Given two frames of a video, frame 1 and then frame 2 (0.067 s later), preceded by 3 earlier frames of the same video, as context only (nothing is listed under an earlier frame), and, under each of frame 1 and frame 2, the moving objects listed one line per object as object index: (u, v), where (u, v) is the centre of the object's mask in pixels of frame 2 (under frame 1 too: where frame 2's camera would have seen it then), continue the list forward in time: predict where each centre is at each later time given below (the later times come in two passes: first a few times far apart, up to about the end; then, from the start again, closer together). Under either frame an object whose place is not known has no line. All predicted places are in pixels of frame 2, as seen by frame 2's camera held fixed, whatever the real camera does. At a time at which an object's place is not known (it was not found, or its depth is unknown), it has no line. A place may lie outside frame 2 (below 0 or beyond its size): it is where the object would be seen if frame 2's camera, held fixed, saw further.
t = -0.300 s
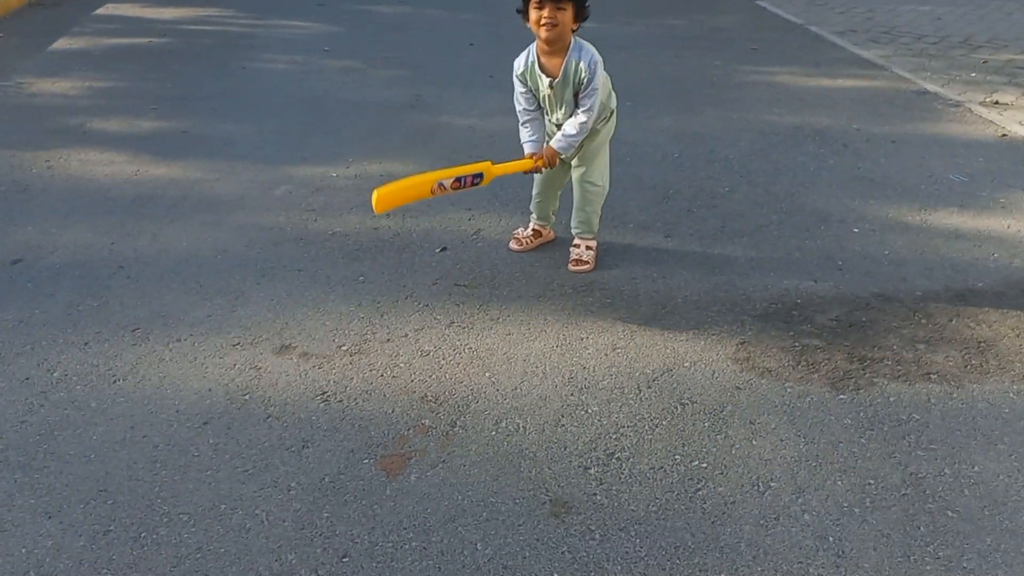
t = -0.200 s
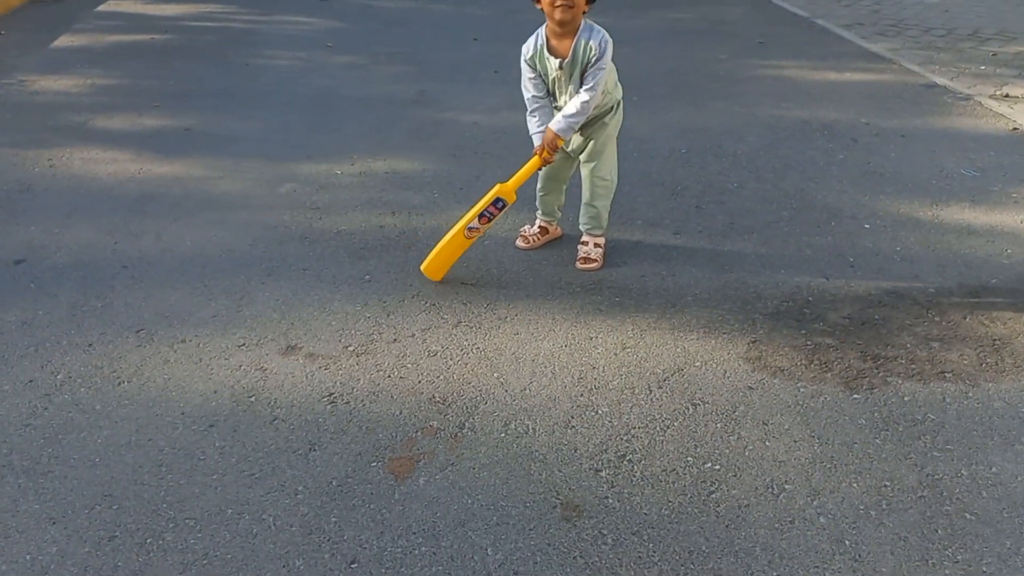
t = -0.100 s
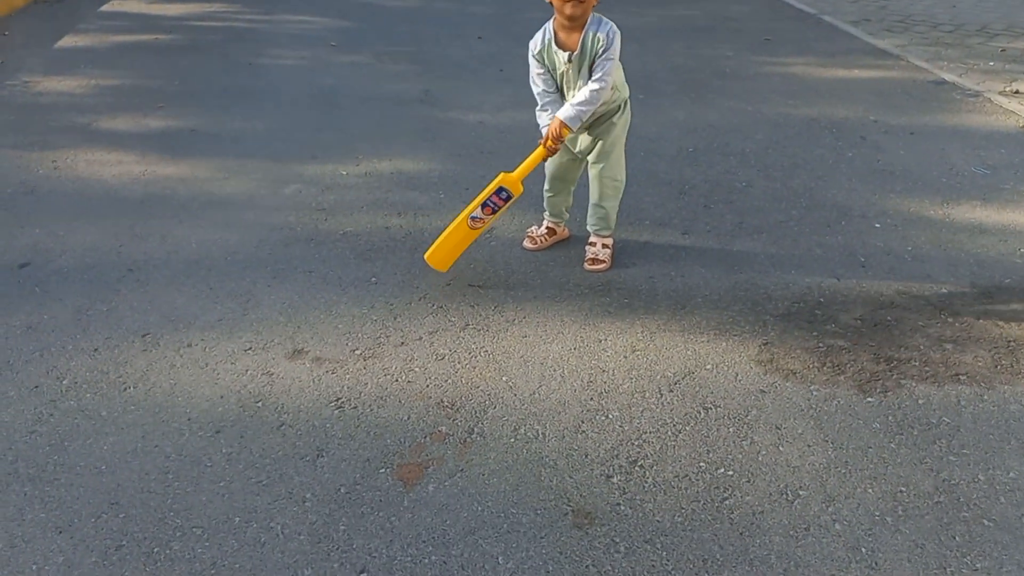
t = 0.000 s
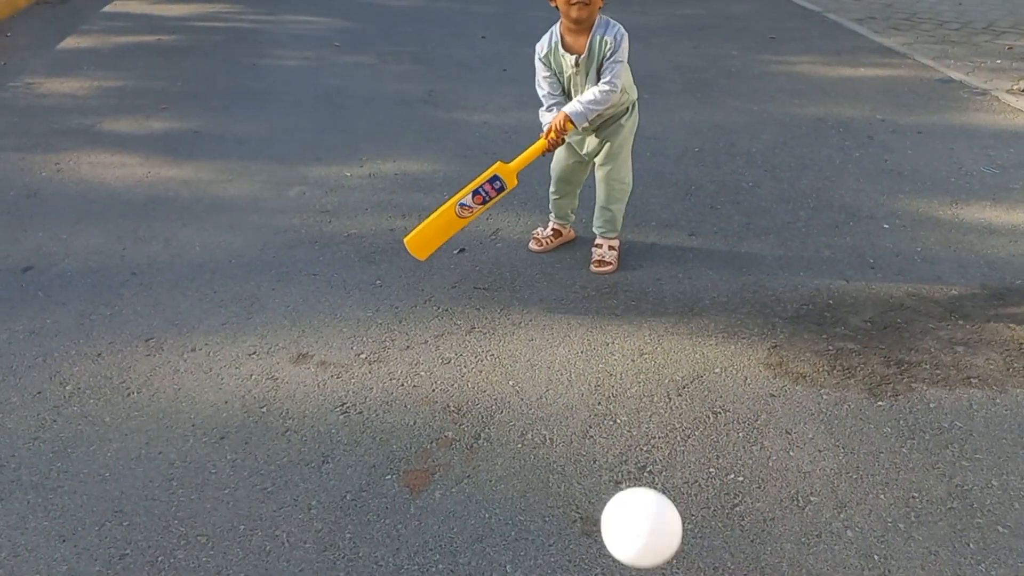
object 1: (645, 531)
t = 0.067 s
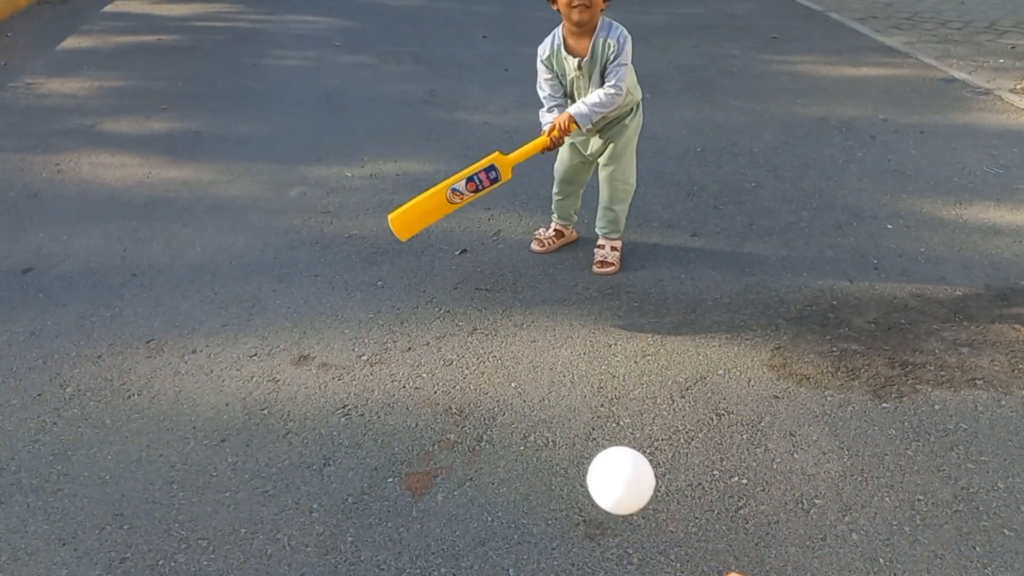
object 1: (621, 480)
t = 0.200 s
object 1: (587, 510)
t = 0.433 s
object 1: (584, 440)
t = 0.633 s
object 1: (598, 318)
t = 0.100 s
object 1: (610, 475)
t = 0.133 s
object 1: (601, 479)
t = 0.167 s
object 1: (593, 492)
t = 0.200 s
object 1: (587, 510)
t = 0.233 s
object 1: (582, 533)
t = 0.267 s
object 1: (579, 548)
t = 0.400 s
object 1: (582, 483)
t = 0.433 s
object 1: (584, 440)
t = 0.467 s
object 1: (586, 403)
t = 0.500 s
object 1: (588, 373)
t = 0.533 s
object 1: (590, 350)
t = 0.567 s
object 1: (593, 332)
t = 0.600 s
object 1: (595, 322)
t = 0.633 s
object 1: (598, 318)
